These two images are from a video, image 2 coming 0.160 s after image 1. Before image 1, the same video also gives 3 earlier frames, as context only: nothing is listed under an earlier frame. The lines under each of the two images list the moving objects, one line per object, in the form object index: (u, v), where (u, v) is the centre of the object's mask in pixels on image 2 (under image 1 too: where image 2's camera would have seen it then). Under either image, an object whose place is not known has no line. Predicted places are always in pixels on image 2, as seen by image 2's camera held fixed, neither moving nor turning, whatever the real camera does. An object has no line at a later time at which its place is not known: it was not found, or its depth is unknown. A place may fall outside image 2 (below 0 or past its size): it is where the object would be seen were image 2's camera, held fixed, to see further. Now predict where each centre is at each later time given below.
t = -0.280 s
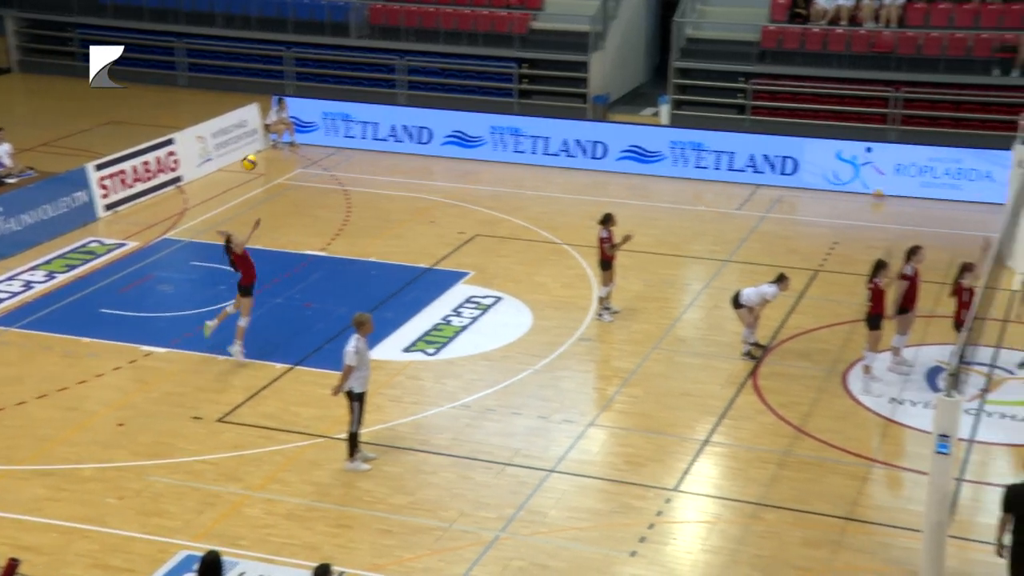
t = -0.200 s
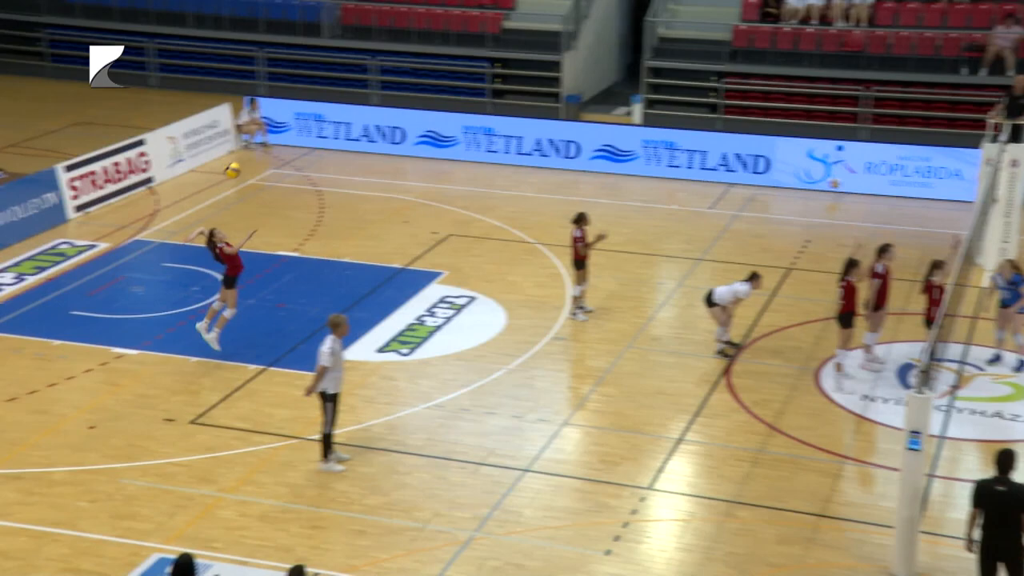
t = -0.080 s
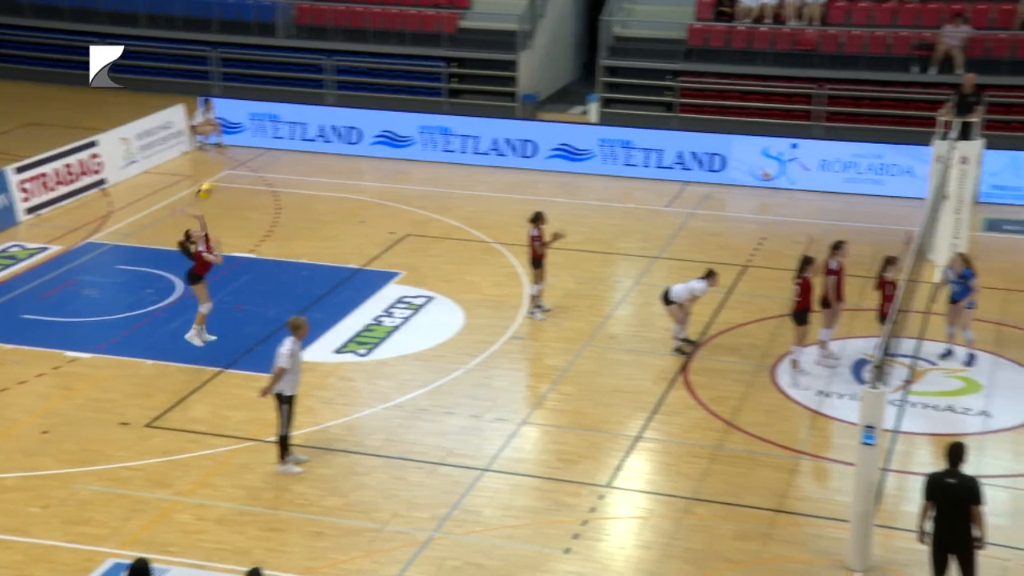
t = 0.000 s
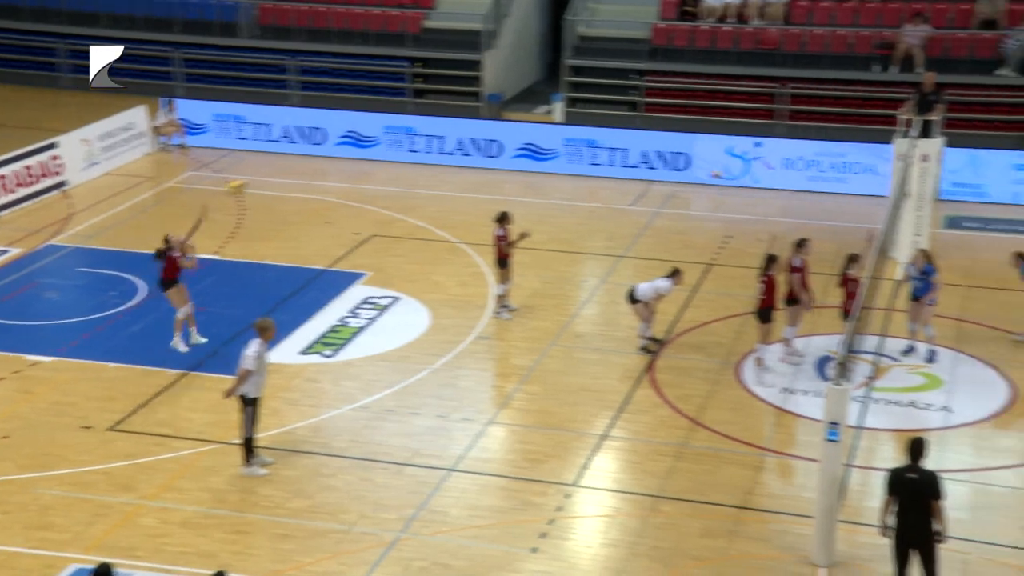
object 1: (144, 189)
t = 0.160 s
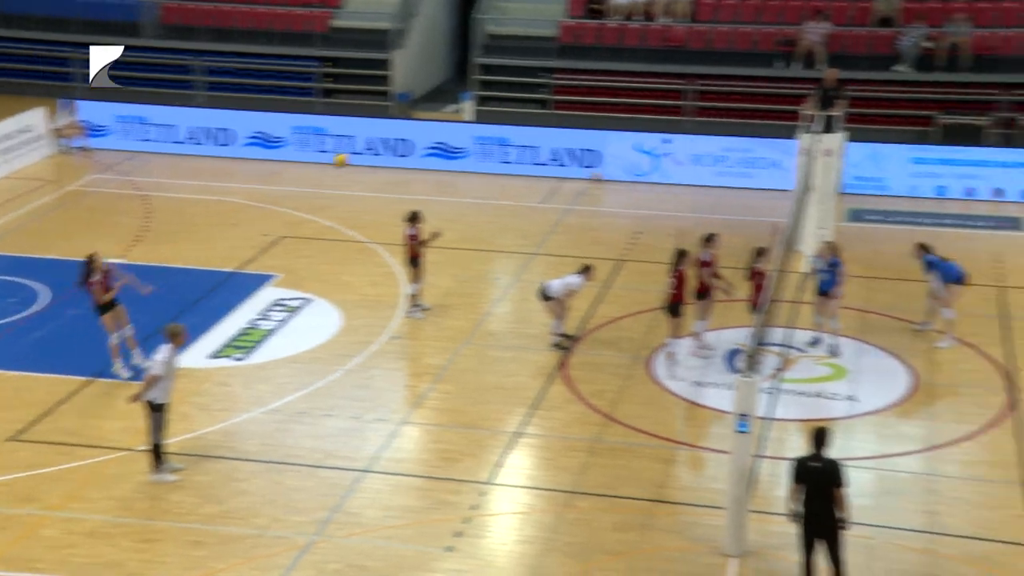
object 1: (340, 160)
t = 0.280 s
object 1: (478, 147)
